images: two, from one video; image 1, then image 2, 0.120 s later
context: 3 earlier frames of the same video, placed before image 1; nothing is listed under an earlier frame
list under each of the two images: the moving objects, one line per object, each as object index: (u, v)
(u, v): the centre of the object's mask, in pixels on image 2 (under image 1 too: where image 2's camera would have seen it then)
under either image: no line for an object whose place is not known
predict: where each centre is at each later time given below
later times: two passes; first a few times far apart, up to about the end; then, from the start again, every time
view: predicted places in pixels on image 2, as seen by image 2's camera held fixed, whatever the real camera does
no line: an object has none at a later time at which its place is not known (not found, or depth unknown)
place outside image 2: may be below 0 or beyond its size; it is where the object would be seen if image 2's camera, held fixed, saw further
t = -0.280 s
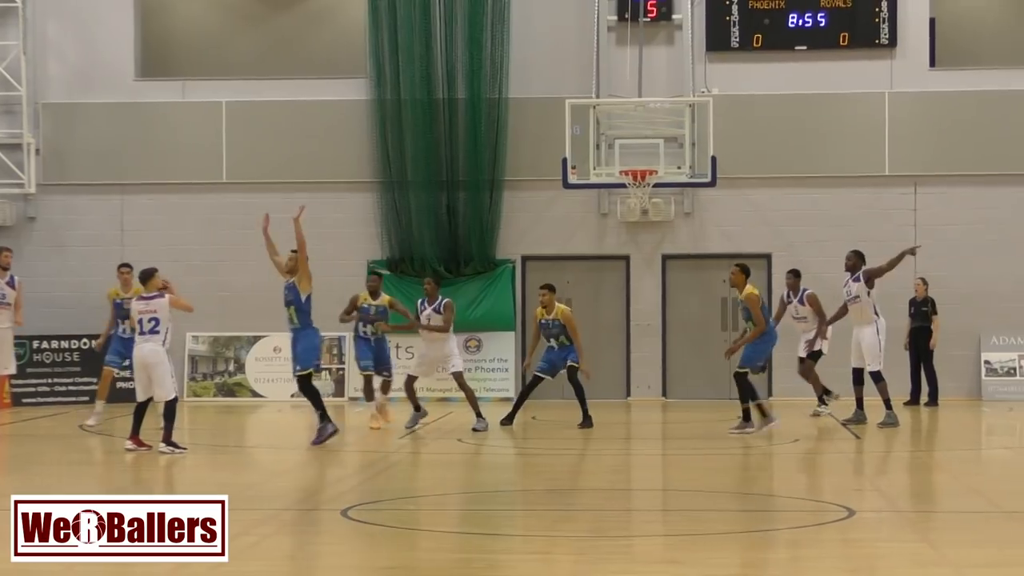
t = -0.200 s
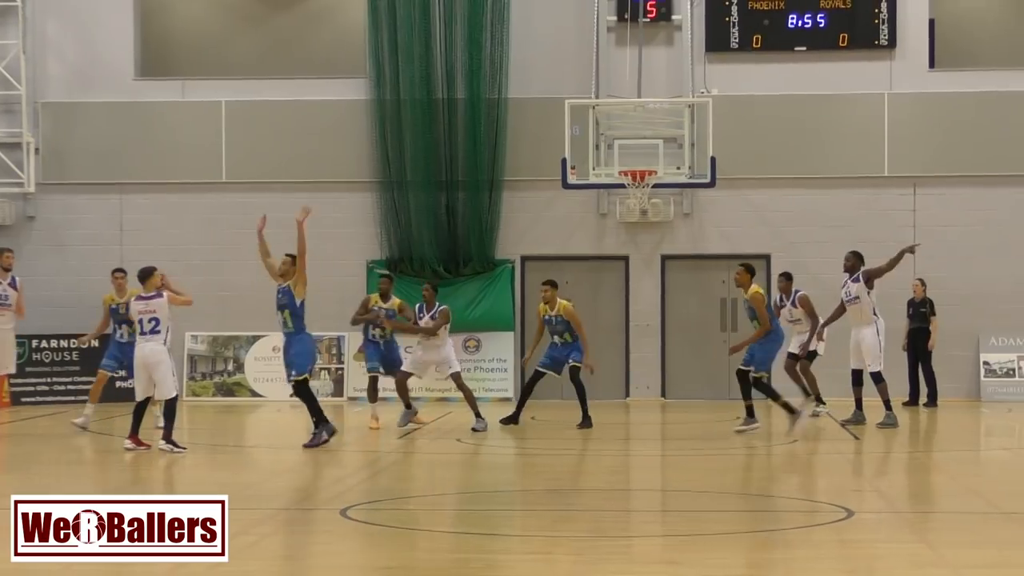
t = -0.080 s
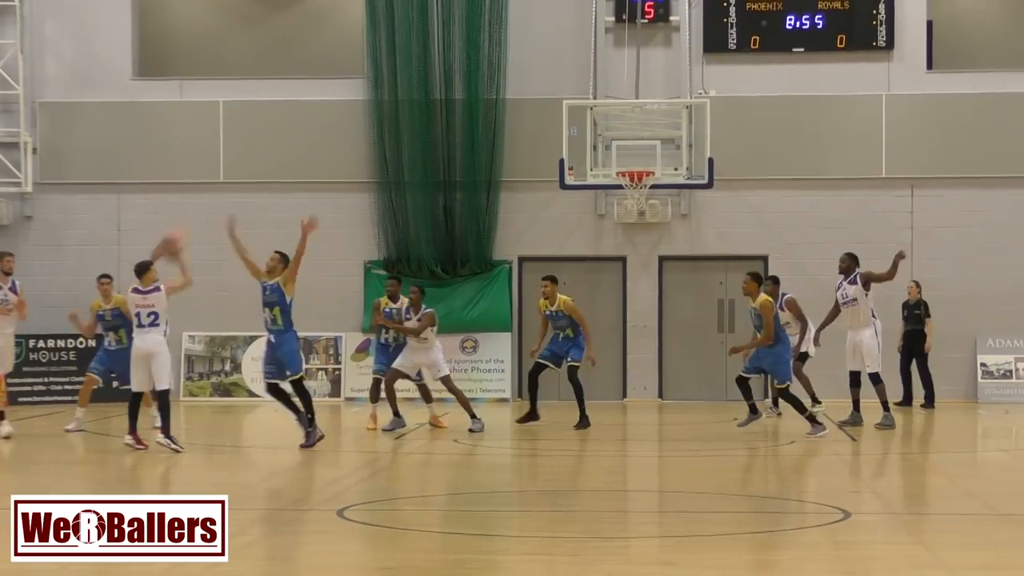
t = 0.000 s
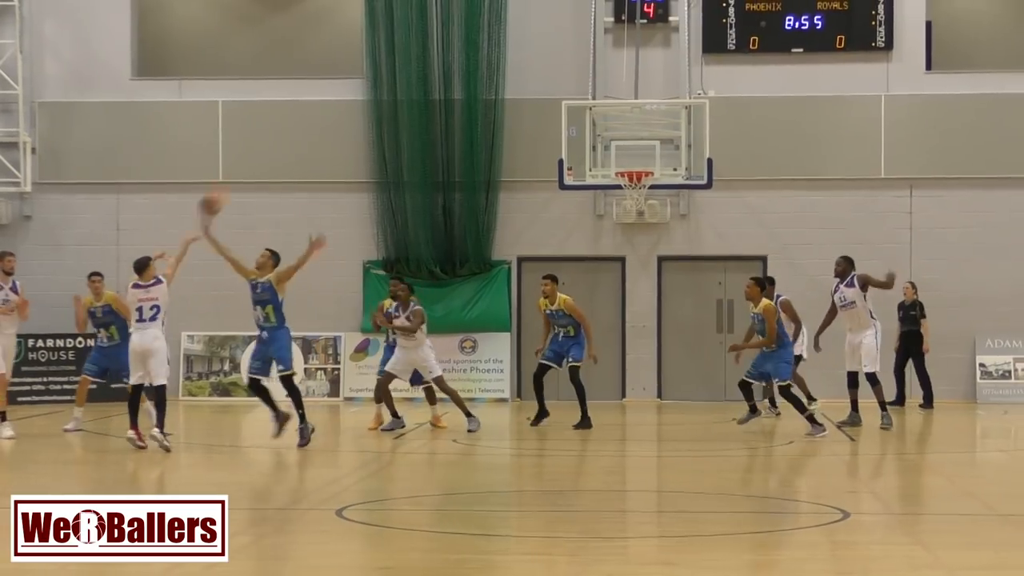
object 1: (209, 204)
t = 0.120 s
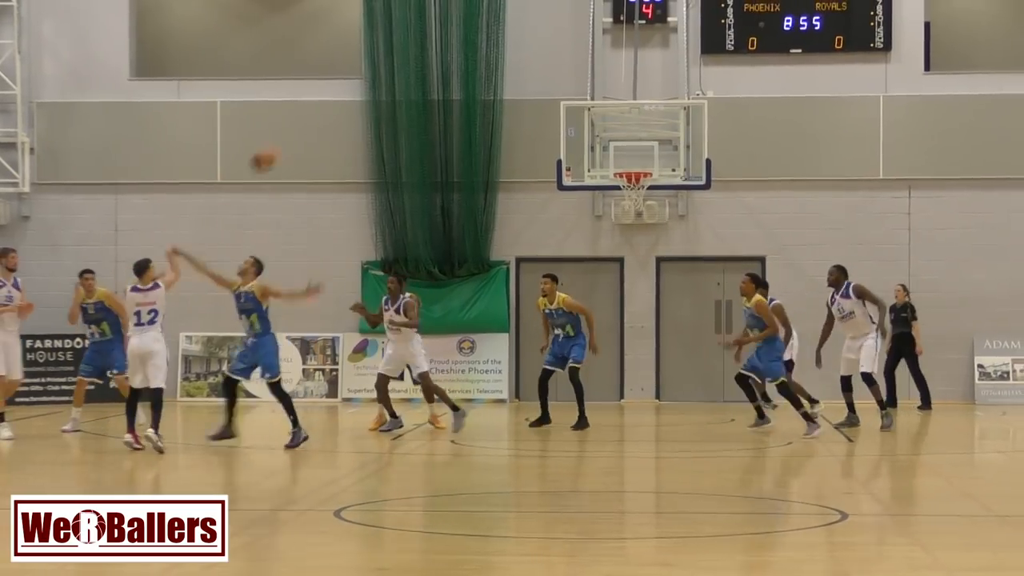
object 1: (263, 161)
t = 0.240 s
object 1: (315, 132)
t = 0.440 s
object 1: (397, 114)
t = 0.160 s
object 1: (281, 149)
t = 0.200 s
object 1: (298, 139)
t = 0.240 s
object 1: (315, 132)
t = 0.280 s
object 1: (332, 126)
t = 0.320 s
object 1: (348, 121)
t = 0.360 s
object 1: (366, 116)
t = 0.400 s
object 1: (382, 114)
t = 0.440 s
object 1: (397, 114)
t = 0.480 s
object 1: (412, 114)
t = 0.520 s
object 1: (427, 117)
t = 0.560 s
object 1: (442, 121)
